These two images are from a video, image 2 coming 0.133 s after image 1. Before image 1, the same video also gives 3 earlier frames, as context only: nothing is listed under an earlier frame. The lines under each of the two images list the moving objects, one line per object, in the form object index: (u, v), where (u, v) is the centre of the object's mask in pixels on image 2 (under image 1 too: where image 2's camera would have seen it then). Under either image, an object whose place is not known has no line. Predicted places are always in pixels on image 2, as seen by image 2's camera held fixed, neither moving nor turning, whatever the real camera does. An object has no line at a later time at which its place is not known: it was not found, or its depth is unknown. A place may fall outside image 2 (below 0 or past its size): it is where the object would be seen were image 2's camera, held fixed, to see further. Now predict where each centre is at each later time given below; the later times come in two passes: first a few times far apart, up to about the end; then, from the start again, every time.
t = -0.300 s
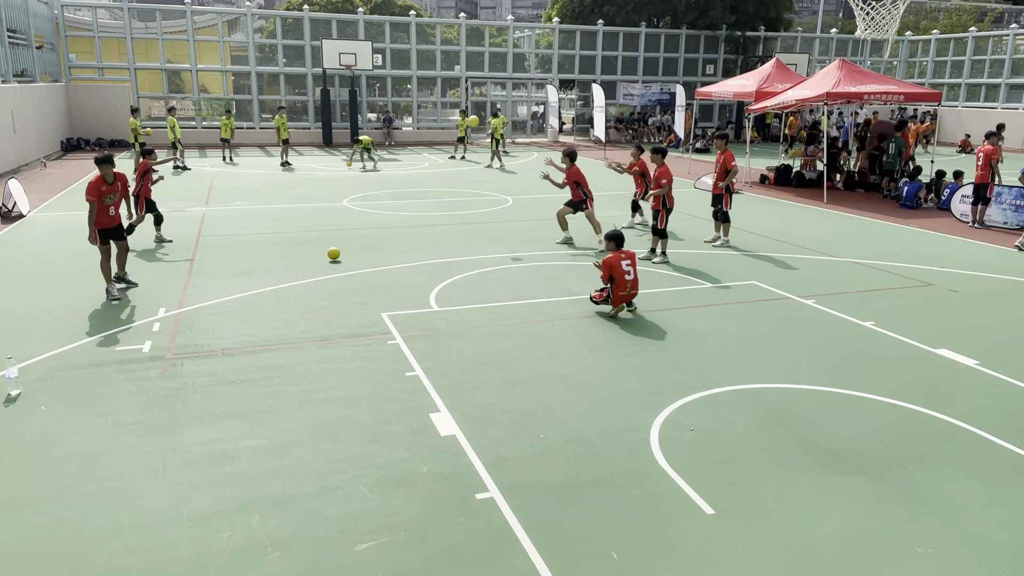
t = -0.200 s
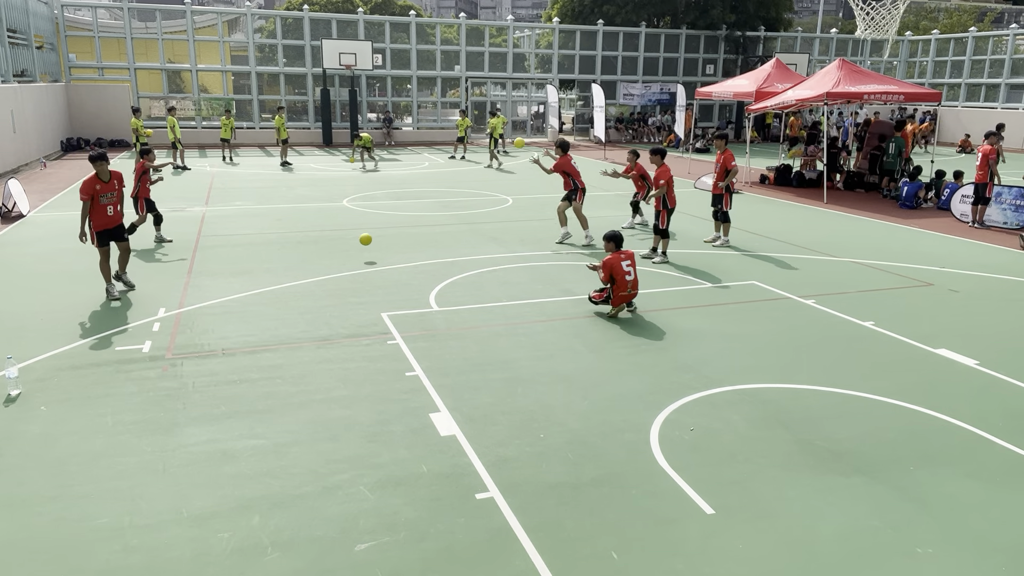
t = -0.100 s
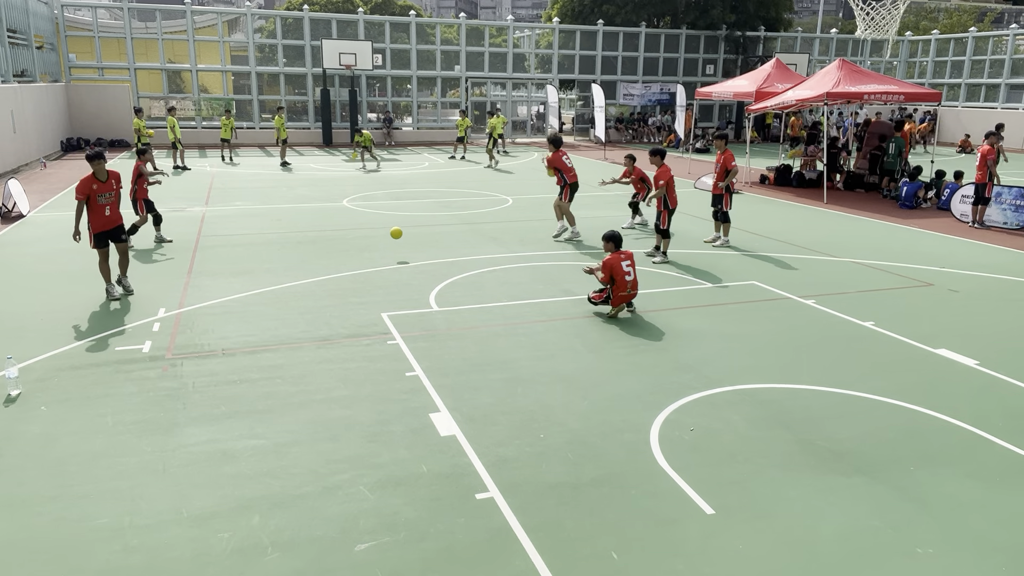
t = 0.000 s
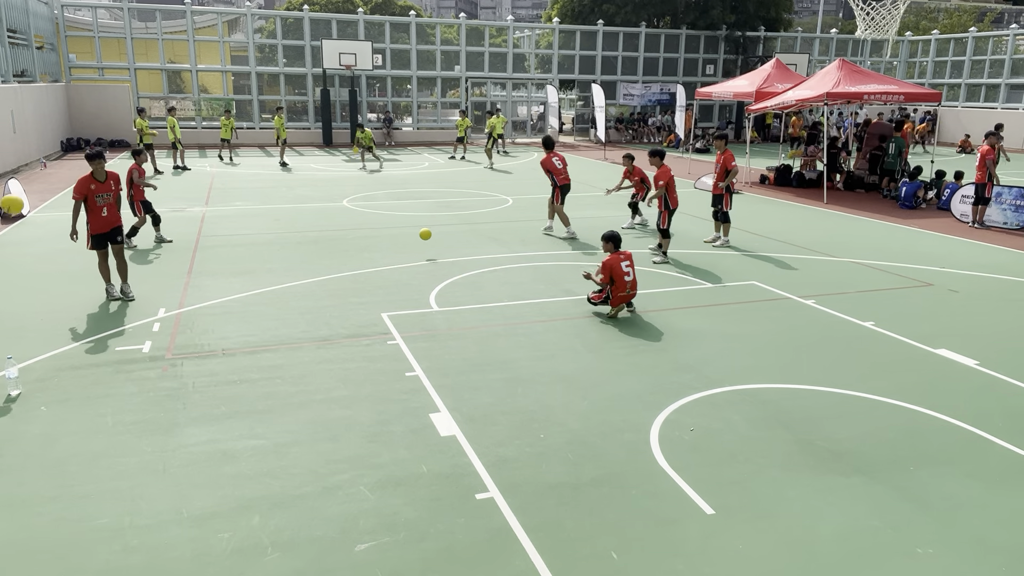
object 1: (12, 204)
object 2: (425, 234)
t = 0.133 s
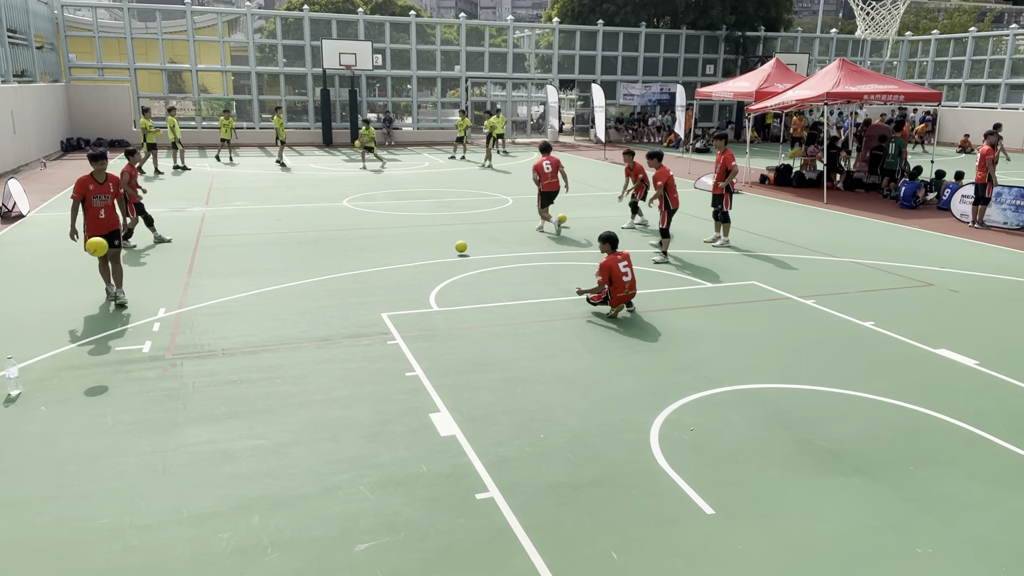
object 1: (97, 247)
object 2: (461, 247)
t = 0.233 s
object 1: (157, 288)
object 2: (486, 241)
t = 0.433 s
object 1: (233, 312)
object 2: (532, 238)
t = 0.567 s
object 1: (251, 278)
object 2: (561, 243)
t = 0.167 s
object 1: (117, 259)
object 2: (469, 248)
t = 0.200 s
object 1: (137, 273)
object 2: (478, 244)
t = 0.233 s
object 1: (157, 288)
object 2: (486, 241)
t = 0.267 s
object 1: (177, 303)
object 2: (494, 239)
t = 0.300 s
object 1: (196, 319)
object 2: (501, 237)
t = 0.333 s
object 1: (214, 335)
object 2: (509, 236)
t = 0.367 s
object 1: (224, 336)
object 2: (517, 236)
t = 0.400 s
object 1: (228, 324)
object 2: (525, 237)
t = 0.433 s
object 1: (233, 312)
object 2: (532, 238)
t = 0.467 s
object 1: (237, 302)
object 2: (539, 240)
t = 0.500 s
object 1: (242, 293)
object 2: (547, 243)
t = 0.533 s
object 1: (246, 285)
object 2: (554, 245)
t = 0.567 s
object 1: (251, 278)
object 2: (561, 243)
